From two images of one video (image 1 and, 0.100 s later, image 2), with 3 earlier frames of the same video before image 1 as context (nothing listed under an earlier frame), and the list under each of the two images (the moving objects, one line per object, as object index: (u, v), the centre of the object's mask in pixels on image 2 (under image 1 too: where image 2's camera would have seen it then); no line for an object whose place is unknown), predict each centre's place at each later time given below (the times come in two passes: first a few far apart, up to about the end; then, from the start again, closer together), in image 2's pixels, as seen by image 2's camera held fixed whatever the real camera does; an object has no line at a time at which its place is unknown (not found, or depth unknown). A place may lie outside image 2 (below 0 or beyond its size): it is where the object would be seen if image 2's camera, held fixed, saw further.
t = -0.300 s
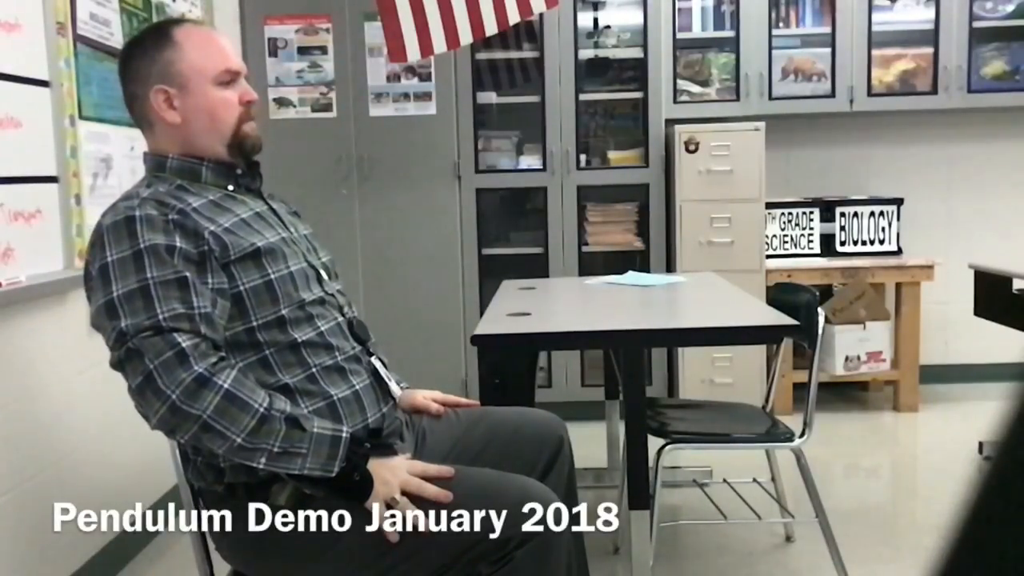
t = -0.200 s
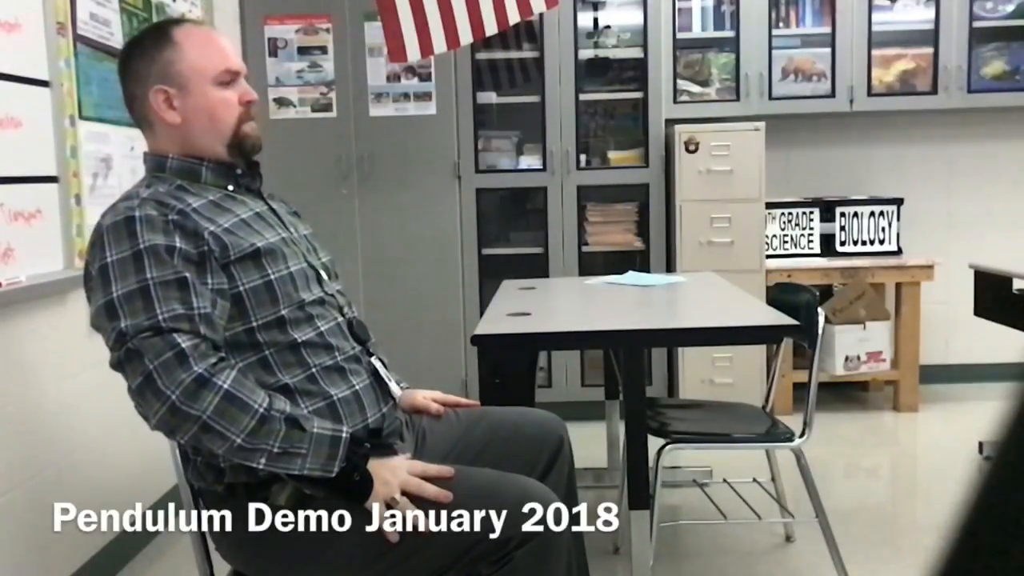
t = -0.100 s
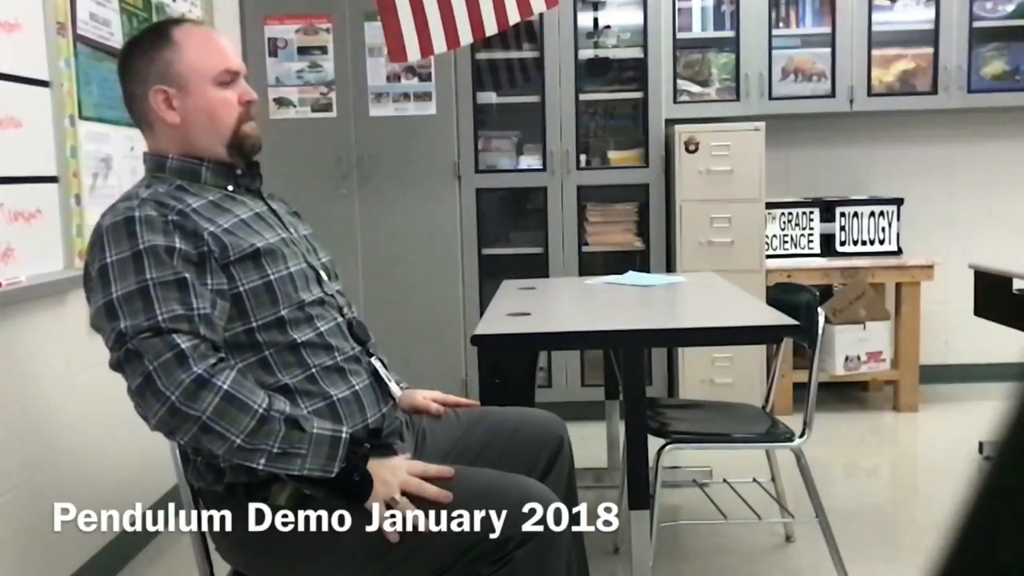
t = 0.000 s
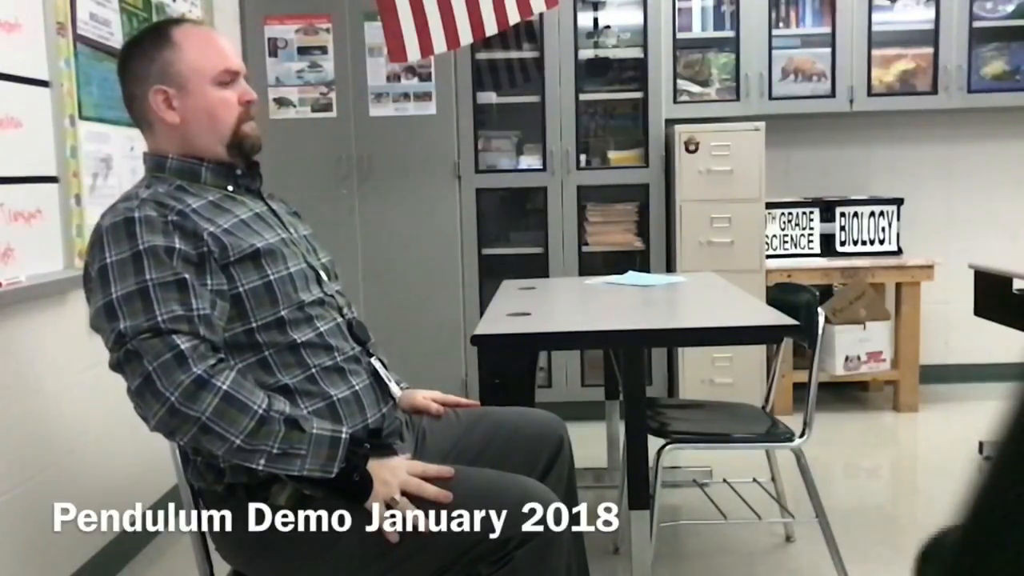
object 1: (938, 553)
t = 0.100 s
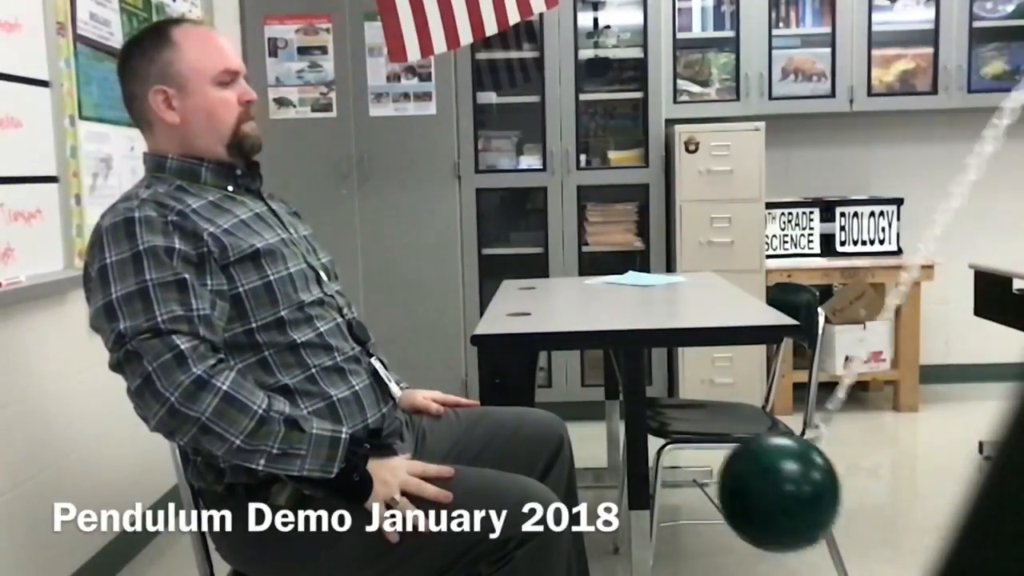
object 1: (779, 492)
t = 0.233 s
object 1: (573, 356)
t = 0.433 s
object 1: (393, 186)
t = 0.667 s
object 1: (333, 122)
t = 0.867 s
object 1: (410, 199)
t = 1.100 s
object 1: (656, 412)
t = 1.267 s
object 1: (926, 540)
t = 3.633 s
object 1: (901, 535)
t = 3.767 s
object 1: (676, 425)
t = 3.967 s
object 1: (457, 257)
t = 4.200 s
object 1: (366, 148)
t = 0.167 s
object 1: (667, 424)
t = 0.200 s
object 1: (617, 390)
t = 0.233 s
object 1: (573, 356)
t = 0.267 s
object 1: (532, 325)
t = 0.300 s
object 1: (496, 298)
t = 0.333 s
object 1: (464, 270)
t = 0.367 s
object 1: (435, 243)
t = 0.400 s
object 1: (410, 219)
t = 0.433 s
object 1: (393, 186)
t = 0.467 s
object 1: (373, 173)
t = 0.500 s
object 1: (357, 144)
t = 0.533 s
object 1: (344, 134)
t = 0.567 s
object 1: (337, 126)
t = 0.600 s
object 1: (332, 122)
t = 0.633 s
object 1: (331, 120)
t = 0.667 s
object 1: (333, 122)
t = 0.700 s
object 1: (337, 126)
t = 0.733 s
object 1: (344, 134)
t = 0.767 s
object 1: (355, 142)
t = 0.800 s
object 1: (371, 169)
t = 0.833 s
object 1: (387, 191)
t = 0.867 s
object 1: (410, 199)
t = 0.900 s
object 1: (433, 236)
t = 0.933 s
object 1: (460, 262)
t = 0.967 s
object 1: (491, 289)
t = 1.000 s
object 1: (526, 318)
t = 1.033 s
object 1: (565, 347)
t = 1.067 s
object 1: (609, 379)
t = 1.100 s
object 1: (656, 412)
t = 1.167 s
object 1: (763, 476)
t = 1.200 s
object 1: (822, 506)
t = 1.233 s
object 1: (885, 530)
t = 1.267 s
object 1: (926, 540)
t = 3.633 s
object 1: (901, 535)
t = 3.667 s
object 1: (842, 508)
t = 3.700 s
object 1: (780, 474)
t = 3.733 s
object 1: (725, 441)
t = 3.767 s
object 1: (676, 425)
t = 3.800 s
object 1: (628, 394)
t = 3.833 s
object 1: (587, 364)
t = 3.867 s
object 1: (547, 334)
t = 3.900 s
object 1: (514, 307)
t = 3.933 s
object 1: (484, 280)
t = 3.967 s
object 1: (457, 257)
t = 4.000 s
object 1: (436, 226)
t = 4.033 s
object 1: (414, 216)
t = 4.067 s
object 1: (399, 199)
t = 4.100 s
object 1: (386, 174)
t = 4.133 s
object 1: (378, 159)
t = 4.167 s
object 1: (371, 153)
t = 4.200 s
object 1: (366, 148)
